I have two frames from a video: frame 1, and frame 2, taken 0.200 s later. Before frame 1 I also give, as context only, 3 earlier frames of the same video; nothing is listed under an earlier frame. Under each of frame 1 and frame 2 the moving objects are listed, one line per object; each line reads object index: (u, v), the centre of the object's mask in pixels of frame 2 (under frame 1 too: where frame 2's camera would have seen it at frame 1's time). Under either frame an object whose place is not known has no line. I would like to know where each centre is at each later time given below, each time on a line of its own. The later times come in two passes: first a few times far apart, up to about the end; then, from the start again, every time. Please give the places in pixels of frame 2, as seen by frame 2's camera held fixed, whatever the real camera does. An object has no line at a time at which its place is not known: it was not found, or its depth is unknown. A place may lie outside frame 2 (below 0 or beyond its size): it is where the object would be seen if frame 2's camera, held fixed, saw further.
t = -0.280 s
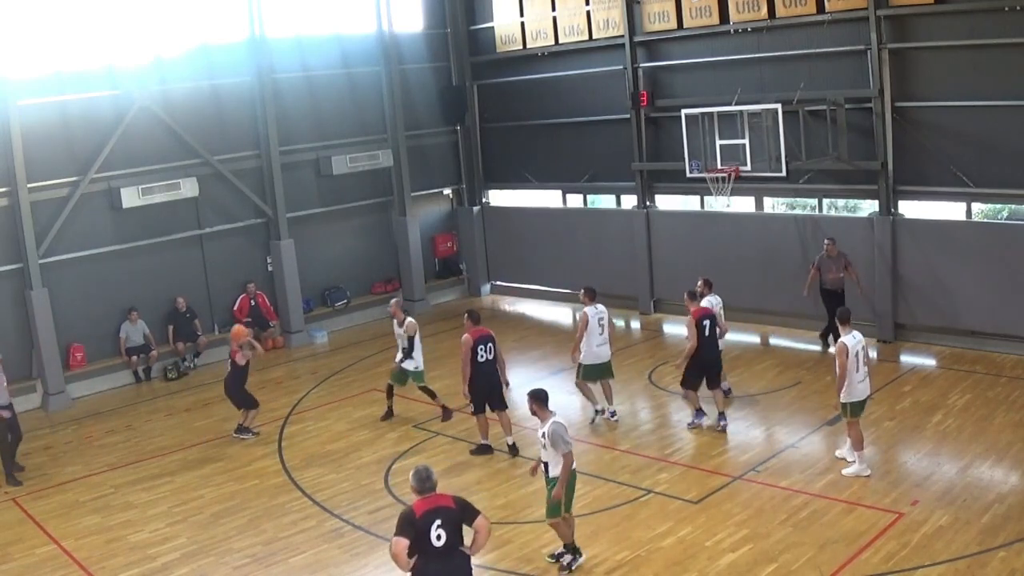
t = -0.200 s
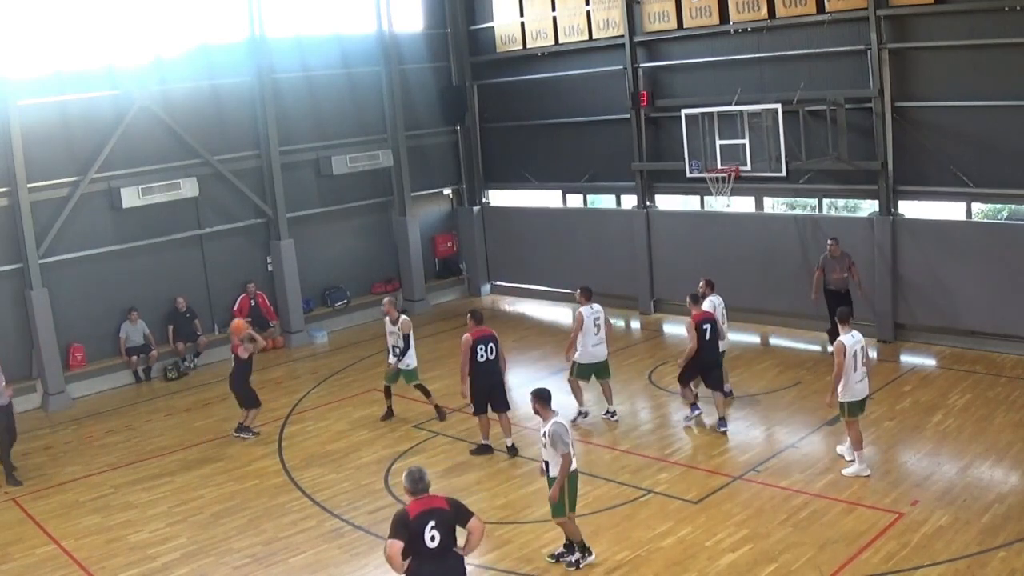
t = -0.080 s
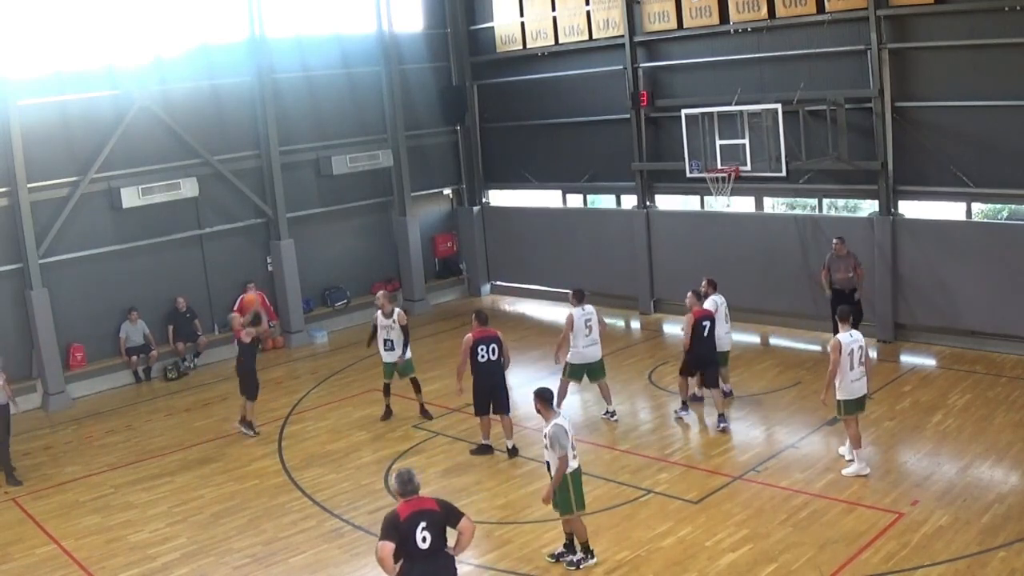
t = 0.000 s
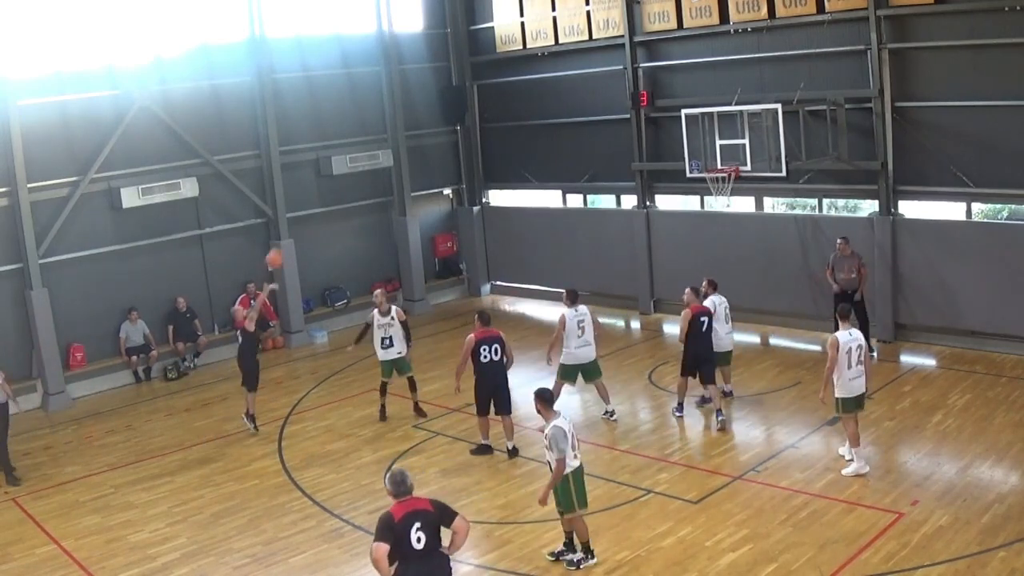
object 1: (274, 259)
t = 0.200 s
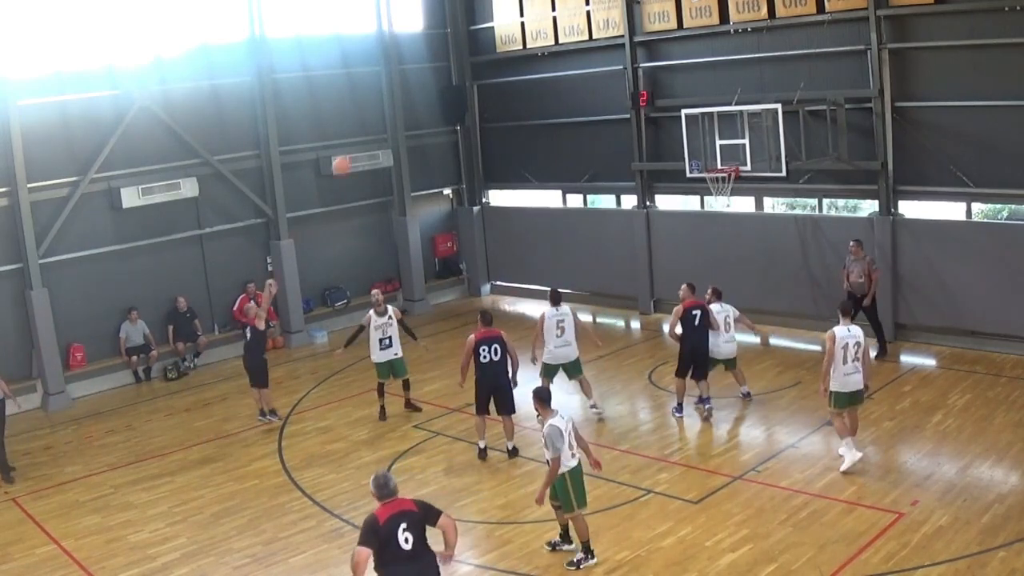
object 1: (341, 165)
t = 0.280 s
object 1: (369, 136)
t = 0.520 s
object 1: (456, 77)
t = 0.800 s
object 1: (557, 59)
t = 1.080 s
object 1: (655, 96)
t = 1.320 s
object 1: (731, 157)
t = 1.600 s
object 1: (725, 116)
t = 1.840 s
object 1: (721, 120)
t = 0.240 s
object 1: (356, 148)
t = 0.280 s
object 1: (369, 136)
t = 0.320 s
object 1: (384, 123)
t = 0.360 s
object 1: (398, 111)
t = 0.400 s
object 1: (413, 101)
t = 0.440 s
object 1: (427, 92)
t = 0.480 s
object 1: (442, 83)
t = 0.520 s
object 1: (456, 77)
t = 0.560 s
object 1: (471, 71)
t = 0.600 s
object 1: (485, 66)
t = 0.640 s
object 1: (499, 62)
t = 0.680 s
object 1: (514, 60)
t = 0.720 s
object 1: (528, 59)
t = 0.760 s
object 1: (543, 58)
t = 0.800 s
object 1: (557, 59)
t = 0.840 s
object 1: (571, 61)
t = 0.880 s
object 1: (584, 64)
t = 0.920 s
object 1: (599, 68)
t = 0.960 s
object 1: (614, 74)
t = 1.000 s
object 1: (627, 80)
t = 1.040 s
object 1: (641, 87)
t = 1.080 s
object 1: (655, 96)
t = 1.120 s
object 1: (668, 105)
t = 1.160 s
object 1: (682, 116)
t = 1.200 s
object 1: (695, 126)
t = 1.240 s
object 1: (708, 139)
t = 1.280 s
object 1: (723, 152)
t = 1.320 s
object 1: (731, 157)
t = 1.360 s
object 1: (731, 149)
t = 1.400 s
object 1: (730, 140)
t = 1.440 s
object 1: (729, 133)
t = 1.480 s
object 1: (727, 127)
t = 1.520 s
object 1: (727, 122)
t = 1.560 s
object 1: (726, 119)
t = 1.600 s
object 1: (725, 116)
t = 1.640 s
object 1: (724, 114)
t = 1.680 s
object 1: (723, 113)
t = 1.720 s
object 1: (723, 114)
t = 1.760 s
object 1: (723, 115)
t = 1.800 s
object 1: (722, 118)
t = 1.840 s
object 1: (721, 120)
